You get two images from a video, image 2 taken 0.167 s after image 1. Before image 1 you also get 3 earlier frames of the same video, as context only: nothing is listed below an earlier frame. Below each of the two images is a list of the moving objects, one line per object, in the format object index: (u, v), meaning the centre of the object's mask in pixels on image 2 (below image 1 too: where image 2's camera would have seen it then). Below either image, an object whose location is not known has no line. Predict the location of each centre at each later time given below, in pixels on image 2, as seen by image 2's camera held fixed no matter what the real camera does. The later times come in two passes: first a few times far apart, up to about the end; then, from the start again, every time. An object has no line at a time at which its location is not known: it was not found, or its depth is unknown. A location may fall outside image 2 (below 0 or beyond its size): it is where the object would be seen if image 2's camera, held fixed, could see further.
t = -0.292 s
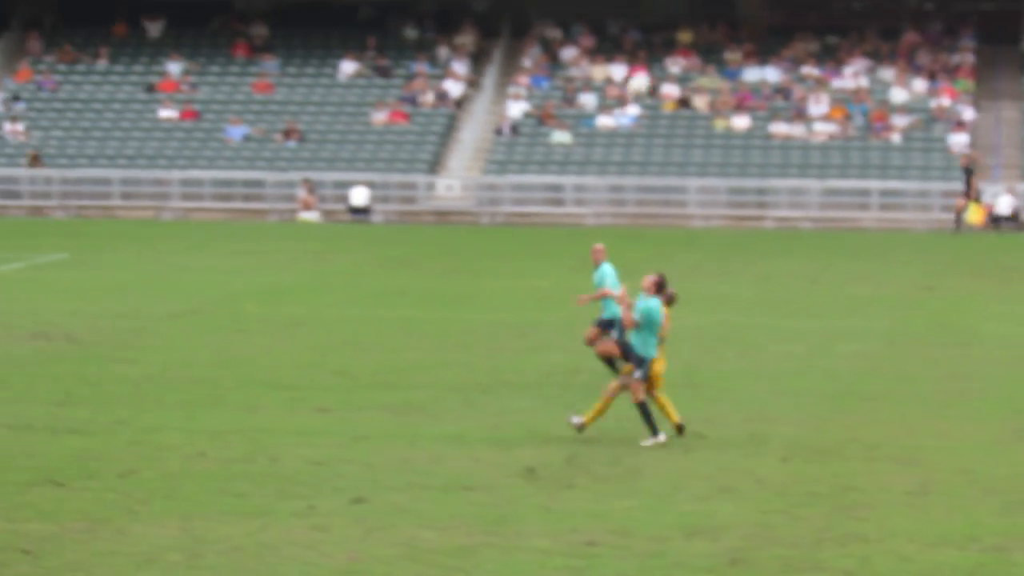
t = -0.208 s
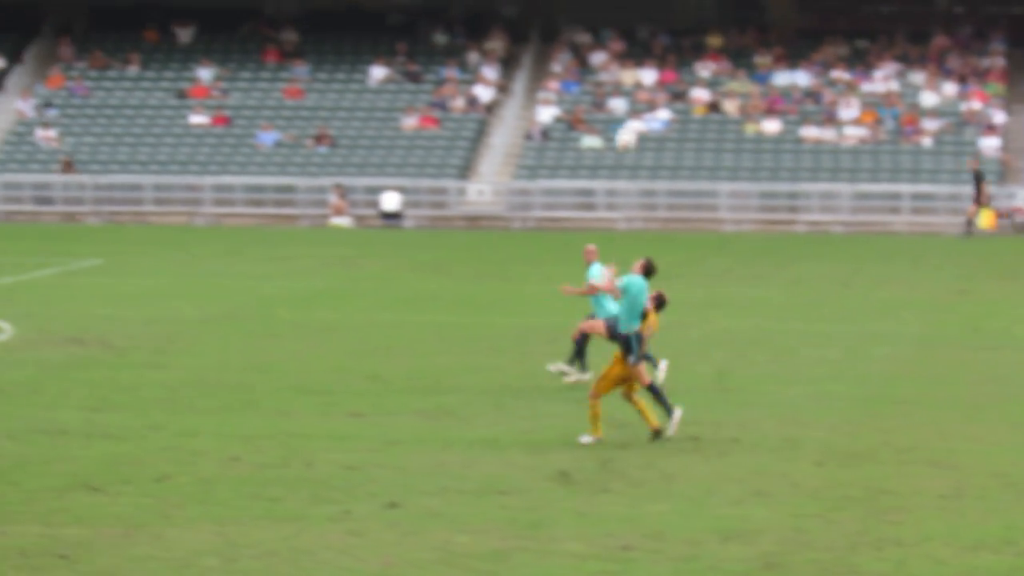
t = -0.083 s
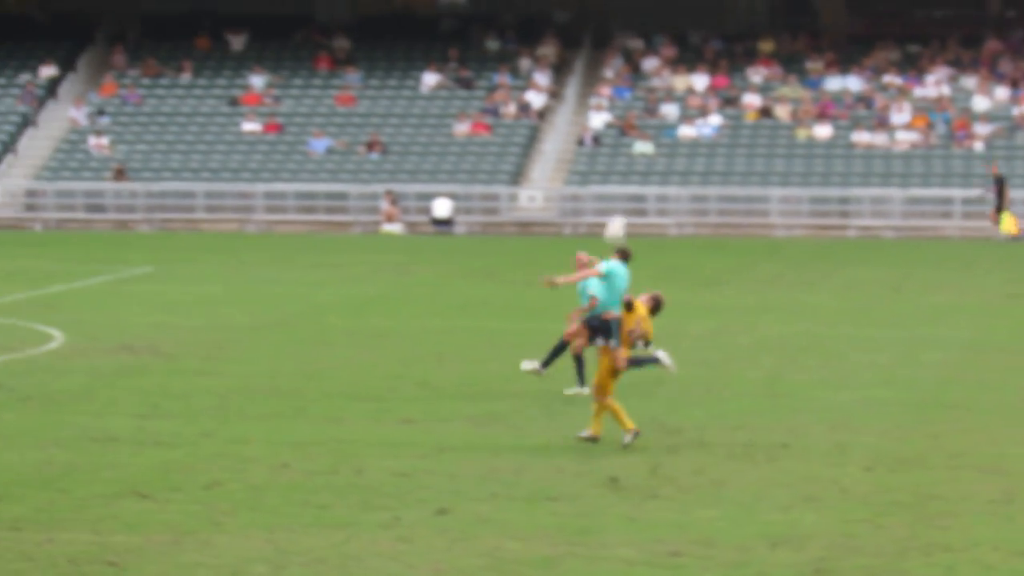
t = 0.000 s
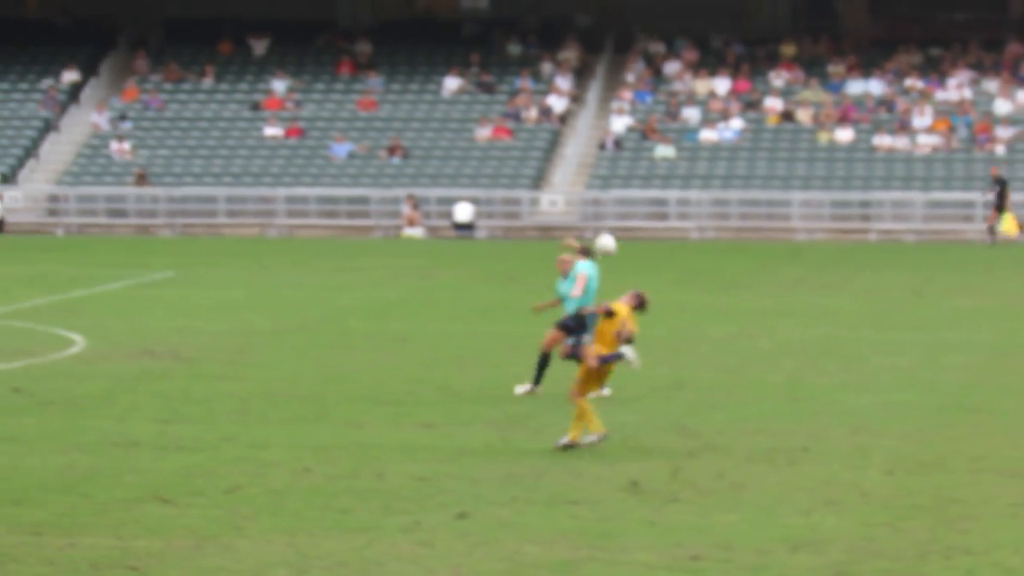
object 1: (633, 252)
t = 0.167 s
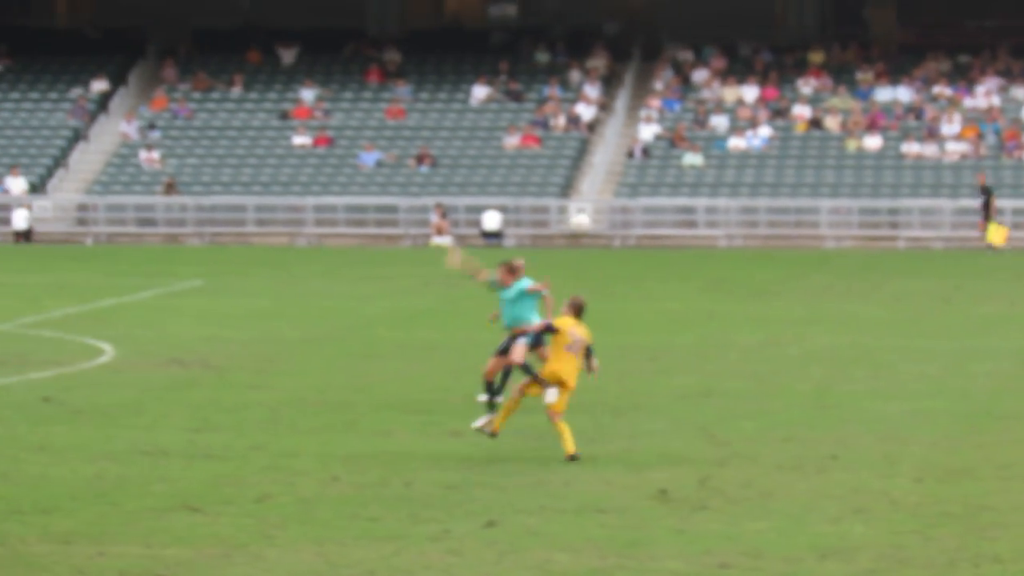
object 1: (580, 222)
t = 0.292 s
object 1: (543, 218)
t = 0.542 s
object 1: (467, 250)
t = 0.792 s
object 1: (390, 339)
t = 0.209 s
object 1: (568, 219)
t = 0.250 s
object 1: (556, 218)
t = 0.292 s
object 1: (543, 218)
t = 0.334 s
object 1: (531, 220)
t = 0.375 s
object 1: (520, 222)
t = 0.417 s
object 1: (507, 228)
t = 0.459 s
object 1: (493, 235)
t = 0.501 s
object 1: (480, 241)
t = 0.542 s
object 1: (467, 250)
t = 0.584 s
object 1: (454, 261)
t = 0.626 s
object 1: (442, 274)
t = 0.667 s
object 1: (429, 287)
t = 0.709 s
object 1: (416, 303)
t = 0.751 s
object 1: (403, 320)
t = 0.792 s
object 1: (390, 339)
